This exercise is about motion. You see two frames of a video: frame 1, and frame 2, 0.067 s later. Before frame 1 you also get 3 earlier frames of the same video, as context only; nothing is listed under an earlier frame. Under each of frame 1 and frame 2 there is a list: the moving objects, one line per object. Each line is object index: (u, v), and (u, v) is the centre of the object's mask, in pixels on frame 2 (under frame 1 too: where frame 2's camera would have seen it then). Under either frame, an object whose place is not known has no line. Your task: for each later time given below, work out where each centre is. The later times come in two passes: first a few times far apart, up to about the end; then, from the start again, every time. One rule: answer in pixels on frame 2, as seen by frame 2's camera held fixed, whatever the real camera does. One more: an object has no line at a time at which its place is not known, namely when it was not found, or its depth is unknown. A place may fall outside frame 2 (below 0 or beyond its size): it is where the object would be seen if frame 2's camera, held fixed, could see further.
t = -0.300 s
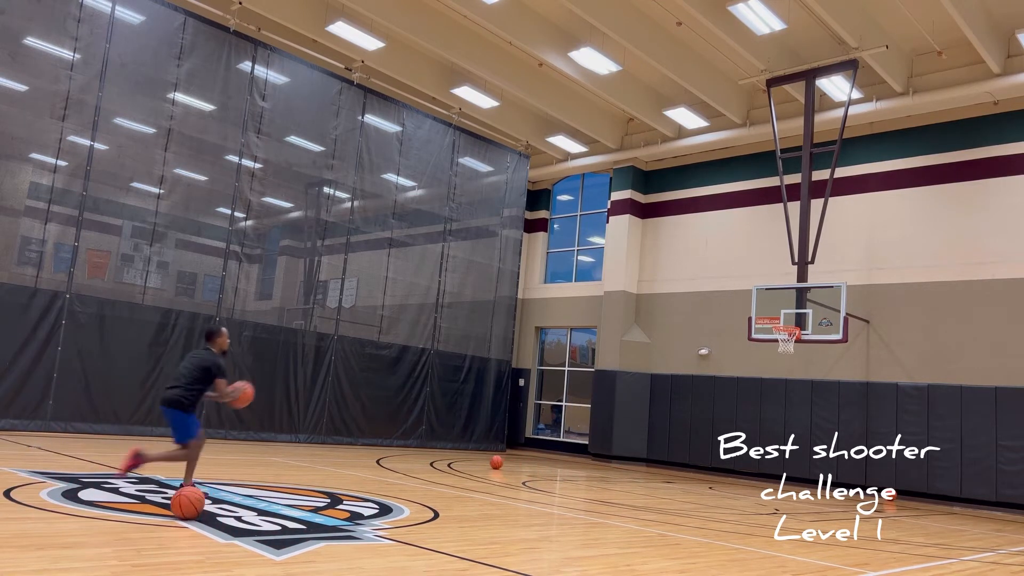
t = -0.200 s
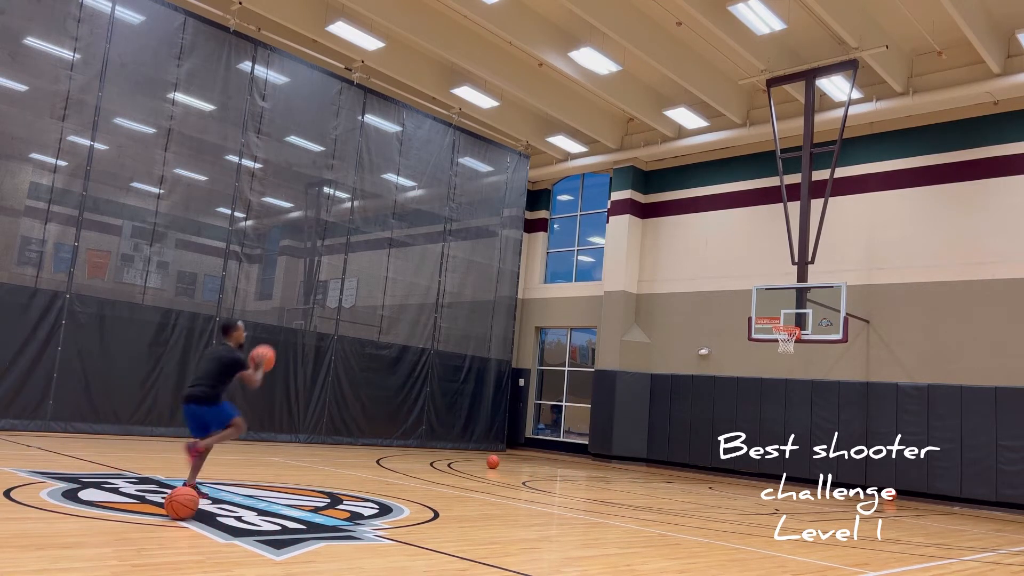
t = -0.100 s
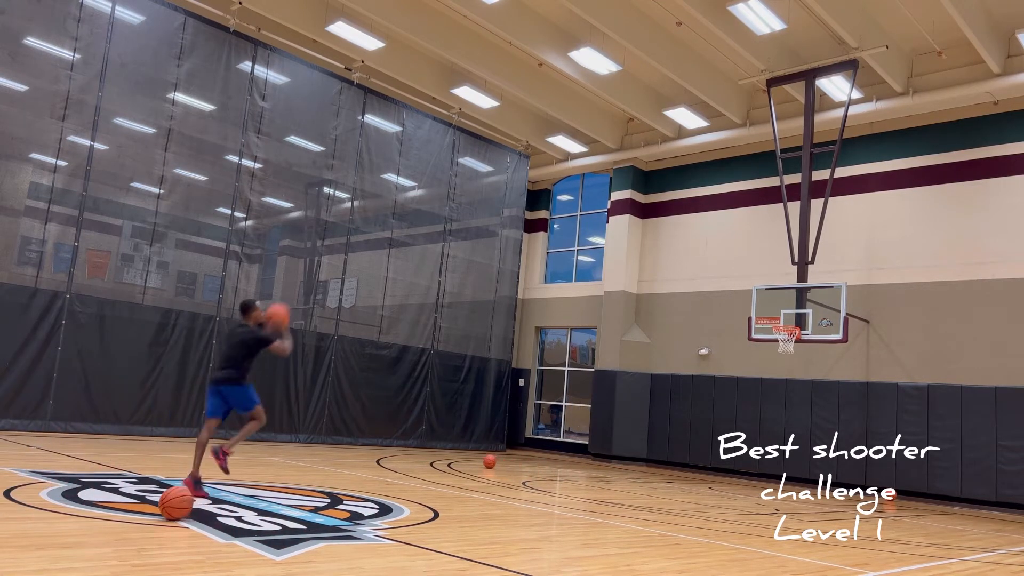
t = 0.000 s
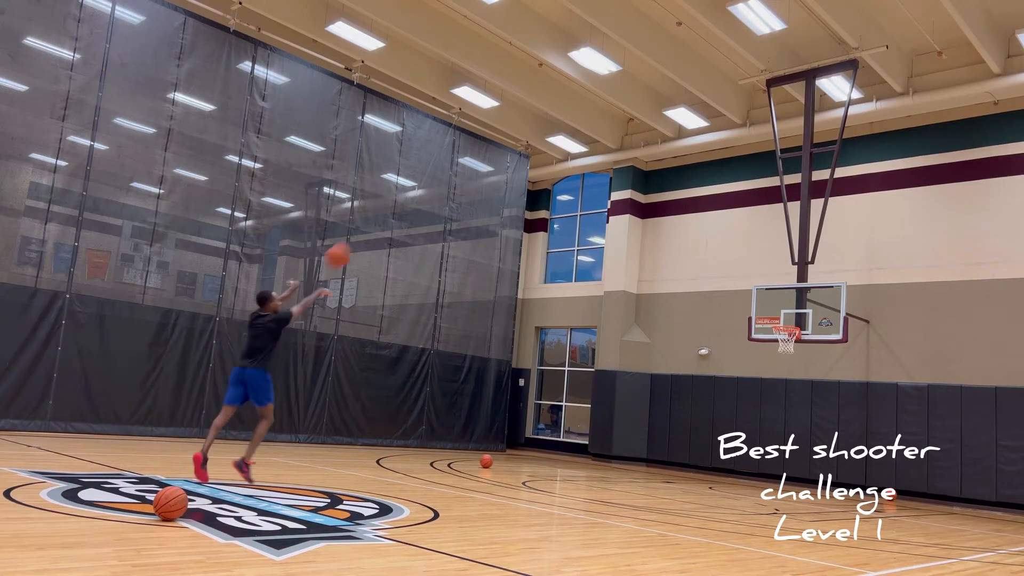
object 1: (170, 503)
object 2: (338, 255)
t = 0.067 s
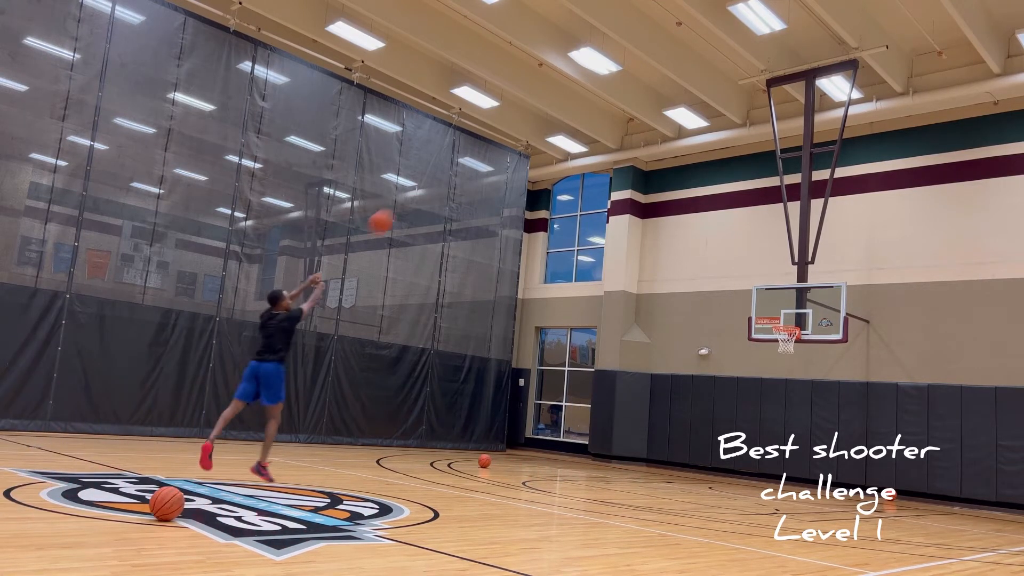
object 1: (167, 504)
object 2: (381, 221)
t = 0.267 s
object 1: (155, 504)
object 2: (487, 155)
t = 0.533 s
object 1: (139, 505)
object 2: (590, 126)
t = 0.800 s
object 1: (124, 505)
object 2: (667, 143)
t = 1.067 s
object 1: (109, 506)
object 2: (729, 196)
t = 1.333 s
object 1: (95, 507)
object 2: (778, 273)
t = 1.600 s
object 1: (82, 508)
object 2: (798, 338)
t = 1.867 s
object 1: (70, 509)
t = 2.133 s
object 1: (58, 510)
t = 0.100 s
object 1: (165, 504)
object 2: (401, 208)
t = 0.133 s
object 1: (163, 504)
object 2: (420, 194)
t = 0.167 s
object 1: (161, 504)
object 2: (437, 183)
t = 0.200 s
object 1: (159, 504)
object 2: (455, 172)
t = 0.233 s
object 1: (157, 504)
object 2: (471, 163)
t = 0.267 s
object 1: (155, 504)
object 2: (487, 155)
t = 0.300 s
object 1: (153, 504)
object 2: (502, 147)
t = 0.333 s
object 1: (151, 505)
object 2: (515, 143)
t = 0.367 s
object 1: (150, 505)
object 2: (529, 138)
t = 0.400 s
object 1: (147, 505)
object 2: (542, 133)
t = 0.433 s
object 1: (145, 505)
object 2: (555, 129)
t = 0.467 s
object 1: (143, 505)
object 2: (567, 127)
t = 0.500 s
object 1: (142, 505)
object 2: (579, 127)
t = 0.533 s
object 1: (139, 505)
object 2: (590, 126)
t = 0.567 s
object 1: (138, 505)
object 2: (601, 126)
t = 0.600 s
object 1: (135, 505)
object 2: (612, 127)
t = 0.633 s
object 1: (133, 505)
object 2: (622, 128)
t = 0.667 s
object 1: (131, 505)
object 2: (631, 129)
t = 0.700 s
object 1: (129, 505)
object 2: (641, 132)
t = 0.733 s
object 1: (127, 505)
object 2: (650, 136)
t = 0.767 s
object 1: (126, 505)
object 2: (659, 139)
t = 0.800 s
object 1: (124, 505)
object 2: (667, 143)
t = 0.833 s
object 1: (122, 506)
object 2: (676, 148)
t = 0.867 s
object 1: (120, 506)
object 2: (684, 153)
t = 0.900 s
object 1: (118, 506)
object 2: (693, 160)
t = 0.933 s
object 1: (116, 506)
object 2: (700, 165)
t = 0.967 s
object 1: (114, 506)
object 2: (708, 172)
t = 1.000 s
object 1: (113, 506)
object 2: (714, 178)
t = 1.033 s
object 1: (111, 506)
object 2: (721, 186)
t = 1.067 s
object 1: (109, 506)
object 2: (729, 196)
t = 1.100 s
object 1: (107, 506)
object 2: (735, 203)
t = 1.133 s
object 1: (105, 507)
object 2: (741, 212)
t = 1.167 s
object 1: (103, 507)
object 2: (748, 221)
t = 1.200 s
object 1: (101, 507)
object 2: (754, 231)
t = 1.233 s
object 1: (100, 507)
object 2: (760, 241)
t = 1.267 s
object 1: (98, 507)
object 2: (766, 251)
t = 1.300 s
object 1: (97, 507)
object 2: (772, 262)
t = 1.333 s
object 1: (95, 507)
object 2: (778, 273)
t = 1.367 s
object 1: (93, 507)
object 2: (783, 284)
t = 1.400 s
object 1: (92, 507)
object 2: (789, 297)
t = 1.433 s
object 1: (90, 507)
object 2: (794, 309)
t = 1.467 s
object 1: (88, 508)
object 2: (795, 319)
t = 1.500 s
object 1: (87, 508)
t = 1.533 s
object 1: (85, 508)
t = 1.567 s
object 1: (83, 508)
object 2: (797, 337)
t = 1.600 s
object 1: (82, 508)
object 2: (798, 338)
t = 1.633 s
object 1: (80, 508)
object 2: (797, 337)
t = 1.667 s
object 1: (79, 508)
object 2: (783, 344)
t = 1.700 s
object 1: (77, 508)
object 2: (784, 345)
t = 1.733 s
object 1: (76, 508)
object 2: (784, 348)
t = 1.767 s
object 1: (74, 508)
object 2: (784, 351)
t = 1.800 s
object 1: (73, 508)
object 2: (784, 355)
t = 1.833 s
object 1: (72, 508)
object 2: (784, 359)
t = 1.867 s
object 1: (70, 509)
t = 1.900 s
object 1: (69, 509)
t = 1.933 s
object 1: (67, 509)
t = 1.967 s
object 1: (66, 509)
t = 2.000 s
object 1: (64, 509)
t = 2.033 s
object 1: (63, 509)
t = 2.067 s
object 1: (61, 509)
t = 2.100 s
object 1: (59, 510)
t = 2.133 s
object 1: (58, 510)
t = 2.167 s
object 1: (56, 510)
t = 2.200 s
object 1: (55, 510)
